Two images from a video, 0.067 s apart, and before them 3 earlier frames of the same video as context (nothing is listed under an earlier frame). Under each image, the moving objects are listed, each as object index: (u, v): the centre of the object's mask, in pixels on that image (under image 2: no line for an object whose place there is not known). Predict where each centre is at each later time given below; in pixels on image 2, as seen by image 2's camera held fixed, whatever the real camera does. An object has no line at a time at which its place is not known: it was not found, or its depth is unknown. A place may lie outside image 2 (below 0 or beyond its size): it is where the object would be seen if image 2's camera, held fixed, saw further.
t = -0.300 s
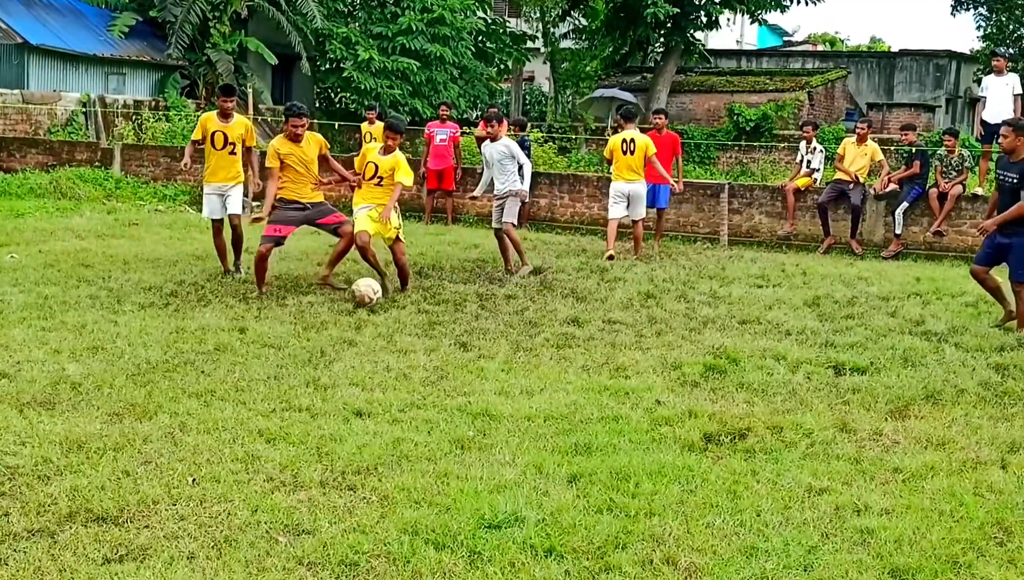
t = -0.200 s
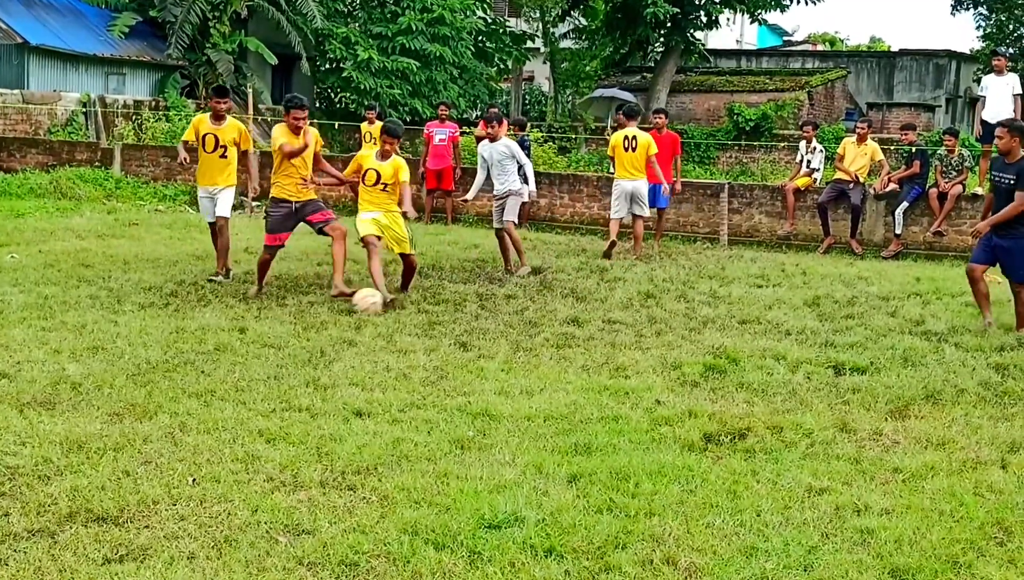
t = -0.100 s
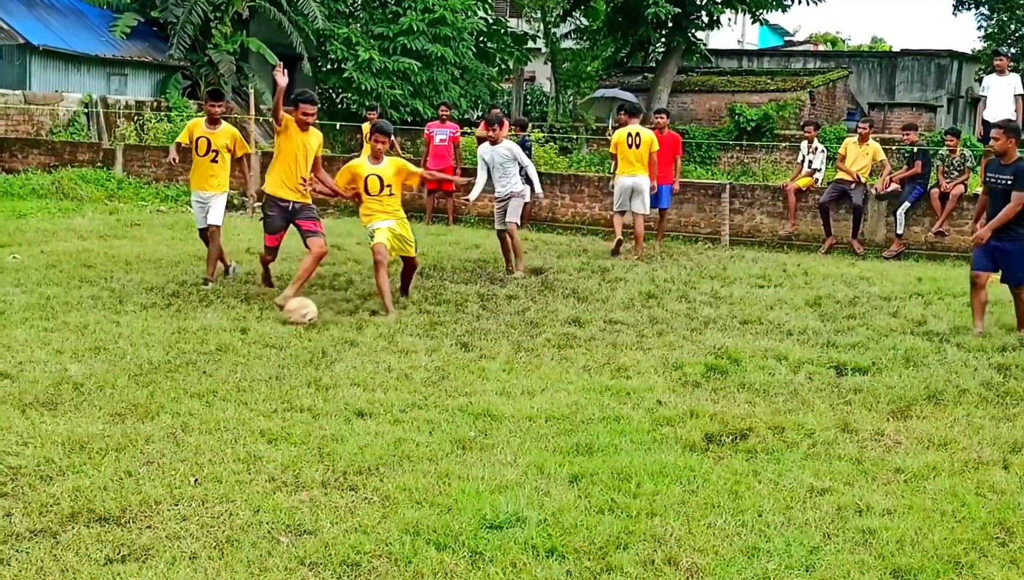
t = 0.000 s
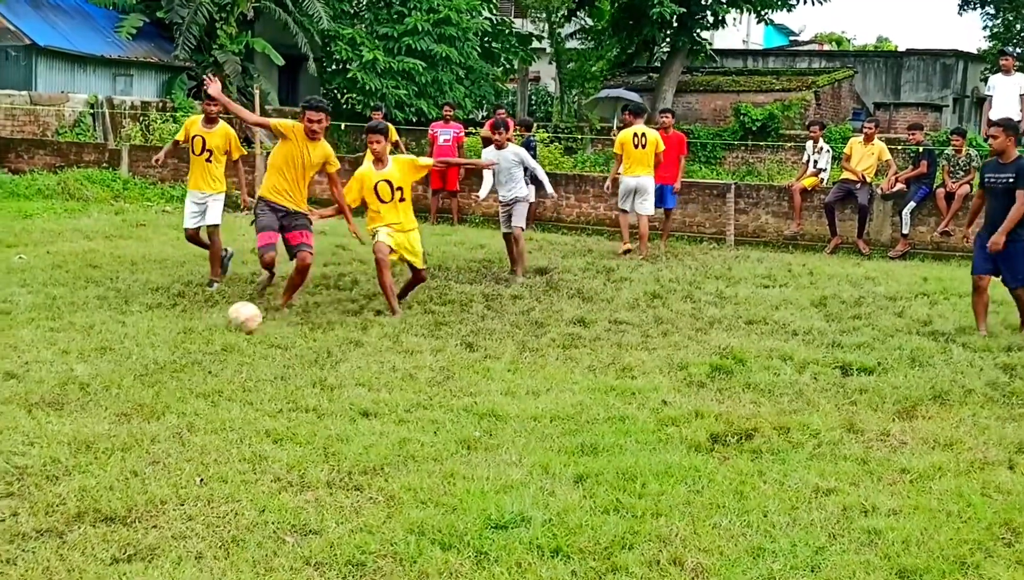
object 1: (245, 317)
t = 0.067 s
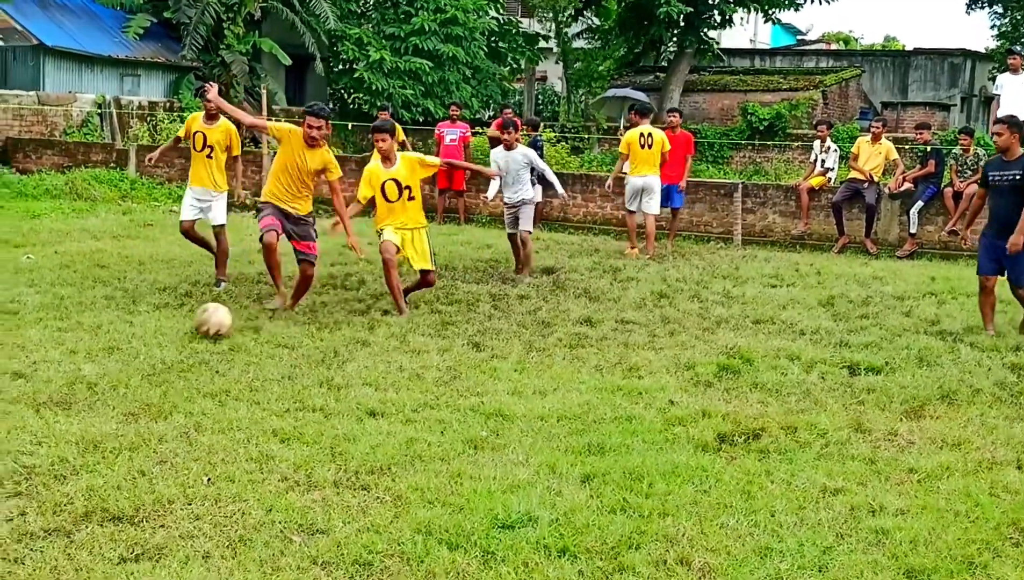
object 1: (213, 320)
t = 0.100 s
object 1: (193, 325)
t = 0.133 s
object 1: (173, 330)
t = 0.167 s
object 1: (154, 334)
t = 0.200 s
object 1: (135, 335)
